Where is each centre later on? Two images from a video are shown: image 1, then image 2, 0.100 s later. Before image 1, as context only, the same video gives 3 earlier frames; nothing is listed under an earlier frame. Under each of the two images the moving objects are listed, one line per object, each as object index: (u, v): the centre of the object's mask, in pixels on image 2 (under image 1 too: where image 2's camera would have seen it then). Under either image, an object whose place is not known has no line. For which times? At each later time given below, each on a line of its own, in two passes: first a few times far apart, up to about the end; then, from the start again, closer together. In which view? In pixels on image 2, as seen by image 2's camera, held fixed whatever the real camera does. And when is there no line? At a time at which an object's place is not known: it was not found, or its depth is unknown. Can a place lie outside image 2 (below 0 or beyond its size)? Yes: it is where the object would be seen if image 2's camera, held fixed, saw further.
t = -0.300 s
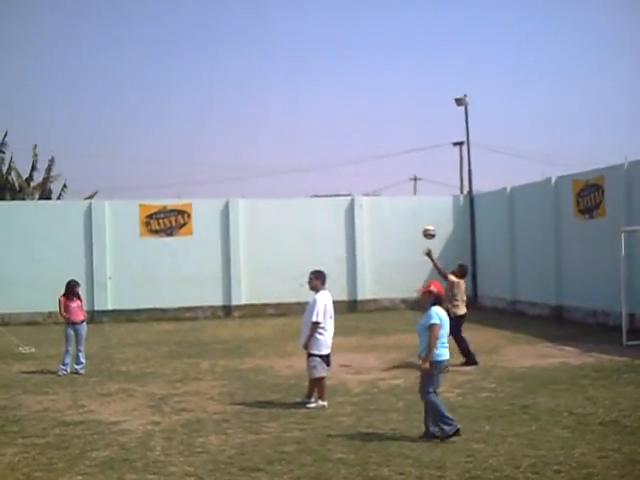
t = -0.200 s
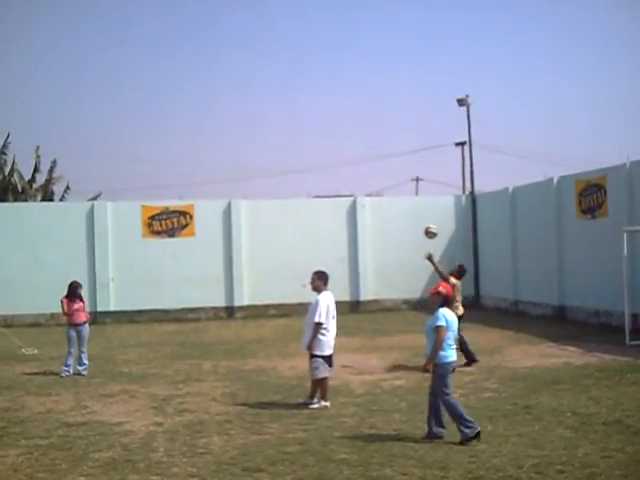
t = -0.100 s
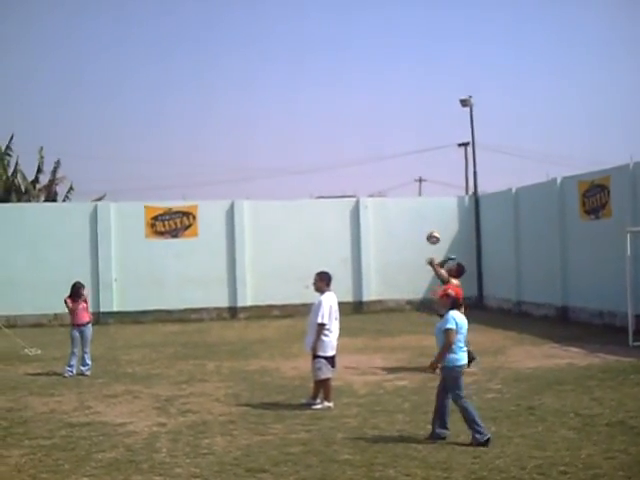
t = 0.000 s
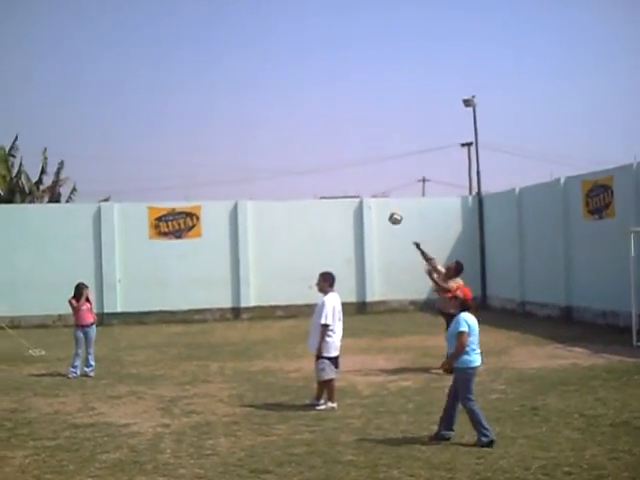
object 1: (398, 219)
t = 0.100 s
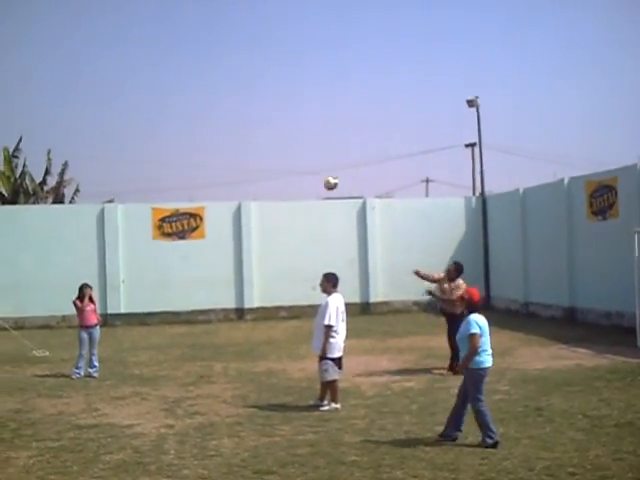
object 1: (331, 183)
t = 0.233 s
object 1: (236, 143)
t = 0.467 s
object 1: (61, 96)
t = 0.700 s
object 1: (-126, 88)
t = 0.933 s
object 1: (-314, 121)
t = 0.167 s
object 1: (284, 162)
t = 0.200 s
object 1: (261, 152)
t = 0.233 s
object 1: (236, 143)
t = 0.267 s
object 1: (213, 134)
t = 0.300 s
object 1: (188, 125)
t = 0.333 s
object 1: (163, 118)
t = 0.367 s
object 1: (137, 111)
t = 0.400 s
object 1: (112, 105)
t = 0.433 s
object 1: (86, 100)
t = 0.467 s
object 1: (61, 96)
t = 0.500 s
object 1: (35, 92)
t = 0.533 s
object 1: (9, 89)
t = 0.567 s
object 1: (-18, 87)
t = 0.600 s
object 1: (-45, 86)
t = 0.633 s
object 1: (-70, 87)
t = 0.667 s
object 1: (-97, 87)
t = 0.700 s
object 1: (-126, 88)
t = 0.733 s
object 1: (-152, 90)
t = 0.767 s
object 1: (-178, 93)
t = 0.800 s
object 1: (-205, 98)
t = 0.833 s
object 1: (-232, 102)
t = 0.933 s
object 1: (-314, 121)
